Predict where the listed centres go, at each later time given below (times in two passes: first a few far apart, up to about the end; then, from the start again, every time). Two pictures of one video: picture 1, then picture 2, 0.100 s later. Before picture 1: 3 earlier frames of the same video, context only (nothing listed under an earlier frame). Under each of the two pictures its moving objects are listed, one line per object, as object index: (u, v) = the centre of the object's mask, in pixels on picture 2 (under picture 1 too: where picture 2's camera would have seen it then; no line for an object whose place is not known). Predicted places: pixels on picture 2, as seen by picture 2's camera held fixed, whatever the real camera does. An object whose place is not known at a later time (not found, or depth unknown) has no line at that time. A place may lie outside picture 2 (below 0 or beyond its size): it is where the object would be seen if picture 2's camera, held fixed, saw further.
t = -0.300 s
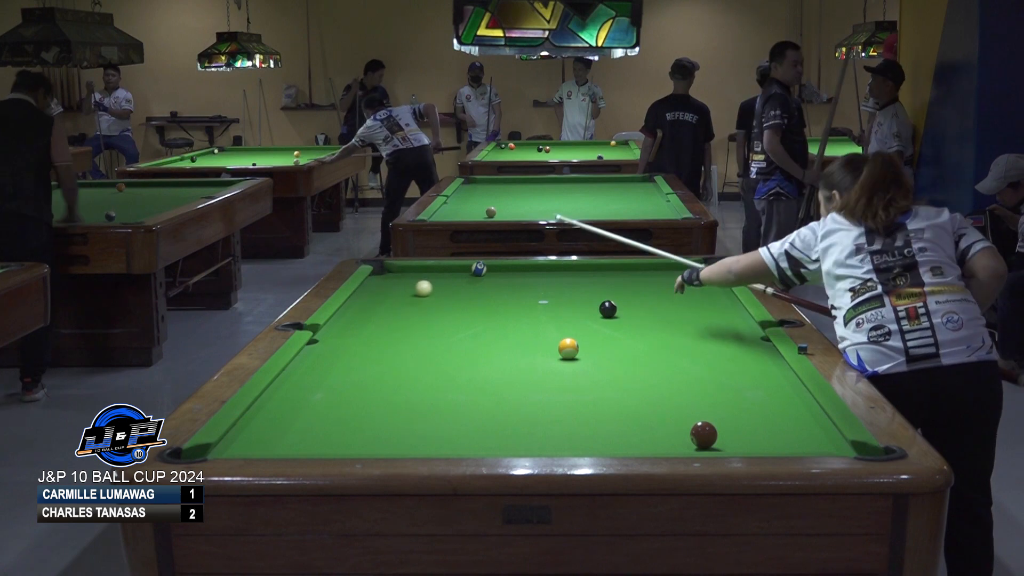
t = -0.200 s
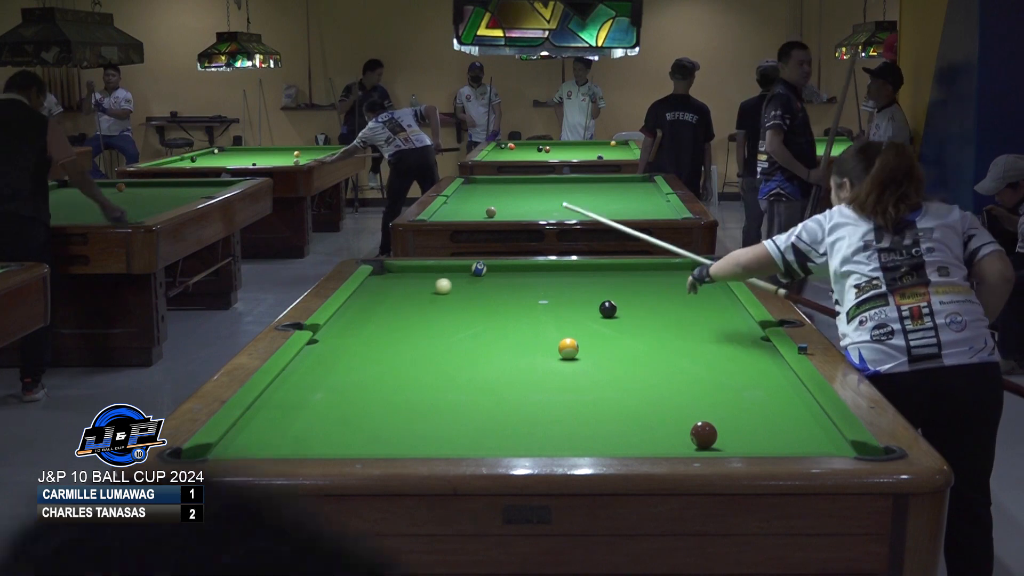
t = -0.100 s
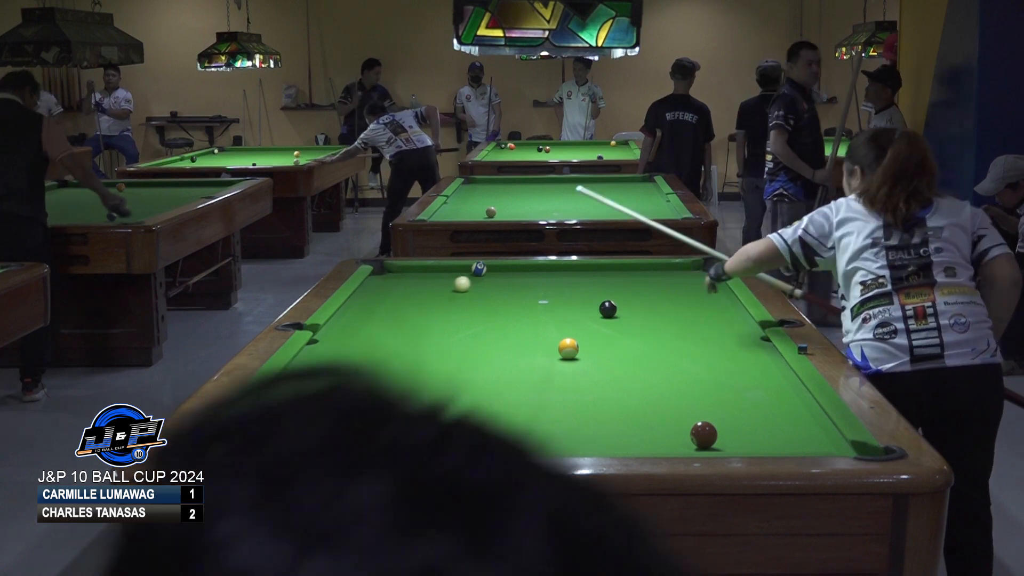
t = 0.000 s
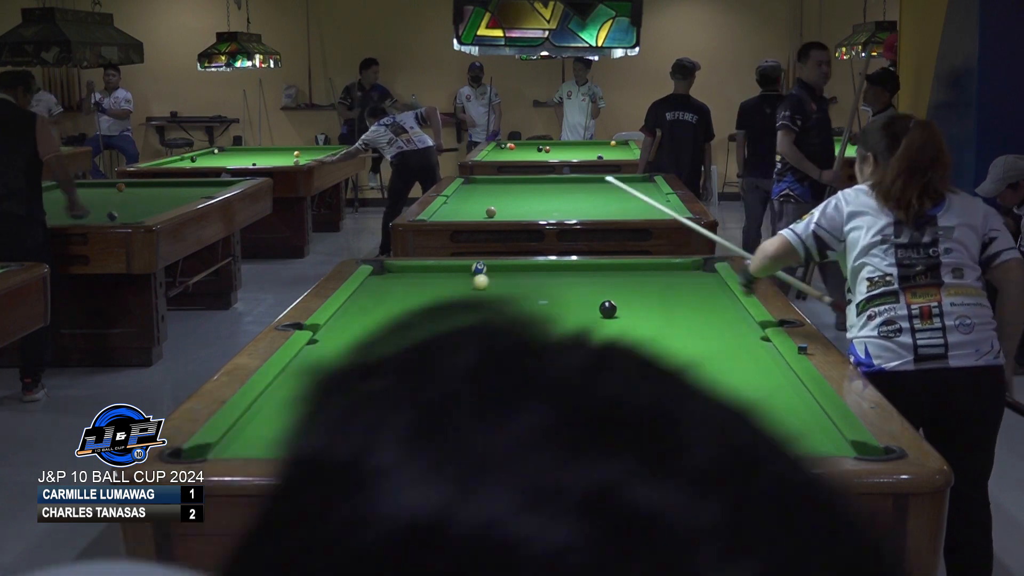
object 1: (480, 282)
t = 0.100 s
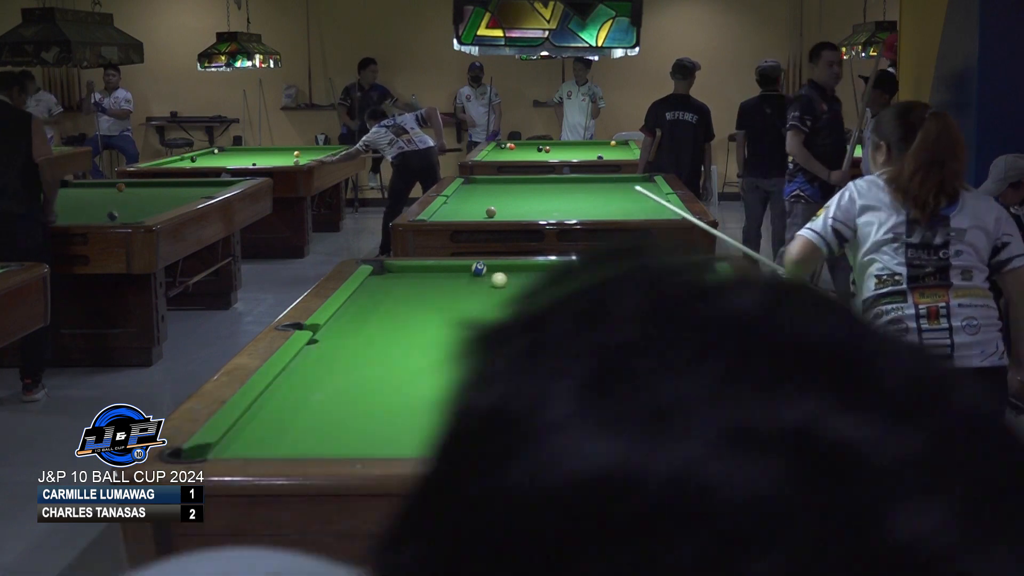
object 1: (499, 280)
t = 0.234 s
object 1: (522, 277)
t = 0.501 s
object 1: (566, 272)
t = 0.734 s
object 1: (602, 268)
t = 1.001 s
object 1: (646, 267)
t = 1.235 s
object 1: (689, 268)
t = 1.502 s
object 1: (694, 271)
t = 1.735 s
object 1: (676, 274)
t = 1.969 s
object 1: (660, 277)
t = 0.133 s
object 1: (505, 279)
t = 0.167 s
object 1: (510, 279)
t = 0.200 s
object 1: (516, 278)
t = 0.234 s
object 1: (522, 277)
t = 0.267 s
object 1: (528, 277)
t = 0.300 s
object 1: (533, 276)
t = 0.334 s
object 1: (539, 276)
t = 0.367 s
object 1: (545, 275)
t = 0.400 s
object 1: (550, 274)
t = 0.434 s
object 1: (555, 274)
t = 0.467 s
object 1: (561, 273)
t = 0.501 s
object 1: (566, 272)
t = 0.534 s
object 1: (571, 272)
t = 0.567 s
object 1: (576, 271)
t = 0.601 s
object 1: (582, 271)
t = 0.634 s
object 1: (587, 270)
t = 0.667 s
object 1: (592, 270)
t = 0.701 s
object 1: (597, 269)
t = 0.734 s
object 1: (602, 268)
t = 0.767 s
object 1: (607, 268)
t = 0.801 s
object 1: (612, 267)
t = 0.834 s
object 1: (617, 267)
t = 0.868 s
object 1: (622, 266)
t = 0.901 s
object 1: (627, 266)
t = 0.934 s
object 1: (633, 266)
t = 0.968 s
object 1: (640, 266)
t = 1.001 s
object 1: (646, 267)
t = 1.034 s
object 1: (652, 267)
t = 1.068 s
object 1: (658, 267)
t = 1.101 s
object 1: (665, 267)
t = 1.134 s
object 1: (671, 267)
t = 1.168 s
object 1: (677, 267)
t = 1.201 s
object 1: (683, 267)
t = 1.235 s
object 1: (689, 268)
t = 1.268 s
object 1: (696, 268)
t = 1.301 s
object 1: (702, 268)
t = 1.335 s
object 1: (707, 268)
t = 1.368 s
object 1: (704, 269)
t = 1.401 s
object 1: (701, 270)
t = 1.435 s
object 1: (699, 270)
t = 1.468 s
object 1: (696, 270)
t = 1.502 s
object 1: (694, 271)
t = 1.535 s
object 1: (691, 271)
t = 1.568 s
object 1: (689, 272)
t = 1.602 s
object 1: (686, 272)
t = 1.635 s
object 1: (684, 273)
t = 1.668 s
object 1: (681, 273)
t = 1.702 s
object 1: (679, 274)
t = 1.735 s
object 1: (676, 274)
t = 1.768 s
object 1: (674, 275)
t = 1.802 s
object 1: (672, 275)
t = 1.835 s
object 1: (669, 276)
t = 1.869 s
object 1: (667, 276)
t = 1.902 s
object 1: (664, 276)
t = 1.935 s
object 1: (662, 277)
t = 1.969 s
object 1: (660, 277)
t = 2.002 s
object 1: (657, 278)
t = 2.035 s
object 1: (655, 278)
